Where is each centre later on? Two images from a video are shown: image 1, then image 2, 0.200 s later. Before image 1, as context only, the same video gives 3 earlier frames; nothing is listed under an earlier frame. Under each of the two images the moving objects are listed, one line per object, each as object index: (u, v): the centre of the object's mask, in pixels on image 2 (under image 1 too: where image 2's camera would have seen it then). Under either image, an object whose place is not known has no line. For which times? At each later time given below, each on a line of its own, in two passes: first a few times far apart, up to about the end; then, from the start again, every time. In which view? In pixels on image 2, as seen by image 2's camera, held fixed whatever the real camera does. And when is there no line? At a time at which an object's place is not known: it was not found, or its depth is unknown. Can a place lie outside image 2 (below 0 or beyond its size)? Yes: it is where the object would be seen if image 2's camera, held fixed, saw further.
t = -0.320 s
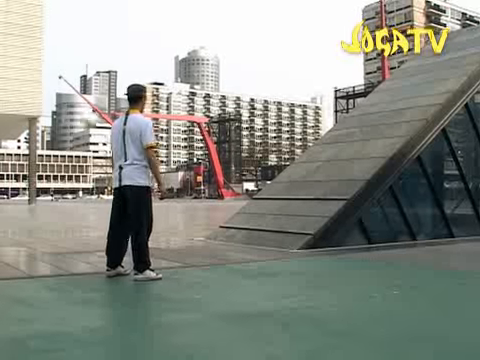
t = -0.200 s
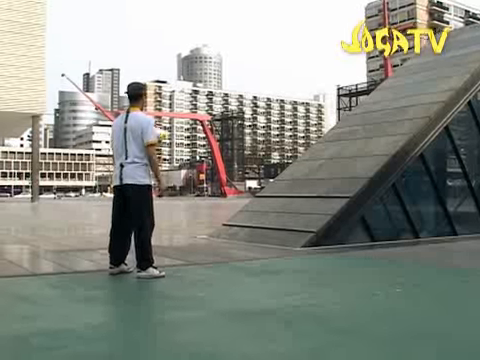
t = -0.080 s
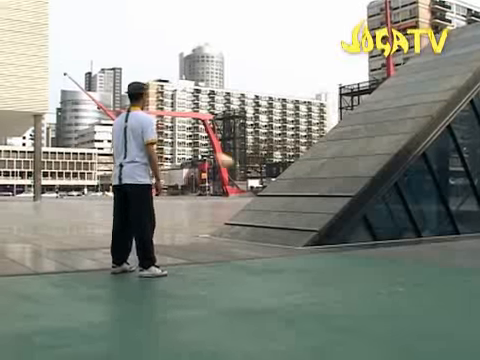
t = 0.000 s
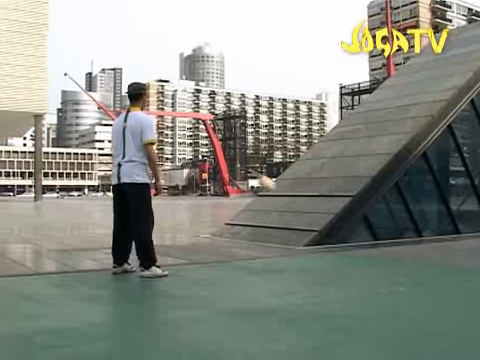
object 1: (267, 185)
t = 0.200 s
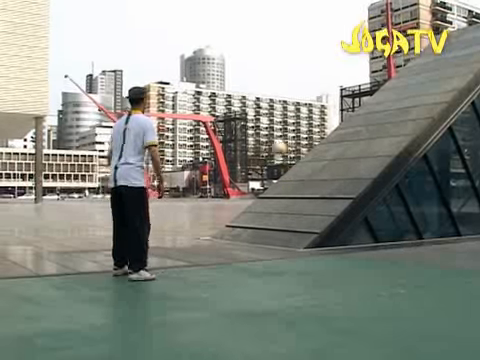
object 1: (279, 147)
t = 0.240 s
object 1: (276, 134)
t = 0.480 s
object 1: (250, 73)
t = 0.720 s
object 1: (222, 47)
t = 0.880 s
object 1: (202, 54)
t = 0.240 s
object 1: (276, 134)
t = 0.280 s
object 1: (271, 121)
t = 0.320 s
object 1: (267, 109)
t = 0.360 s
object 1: (263, 101)
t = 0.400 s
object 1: (257, 90)
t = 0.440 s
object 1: (254, 81)
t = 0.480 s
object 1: (250, 73)
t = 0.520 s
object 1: (246, 67)
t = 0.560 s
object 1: (242, 61)
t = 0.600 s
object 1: (237, 55)
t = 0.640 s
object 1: (232, 52)
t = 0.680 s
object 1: (227, 48)
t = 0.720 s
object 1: (222, 47)
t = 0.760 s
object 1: (218, 47)
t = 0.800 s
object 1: (213, 47)
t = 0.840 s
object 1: (208, 50)
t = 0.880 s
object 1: (202, 54)
